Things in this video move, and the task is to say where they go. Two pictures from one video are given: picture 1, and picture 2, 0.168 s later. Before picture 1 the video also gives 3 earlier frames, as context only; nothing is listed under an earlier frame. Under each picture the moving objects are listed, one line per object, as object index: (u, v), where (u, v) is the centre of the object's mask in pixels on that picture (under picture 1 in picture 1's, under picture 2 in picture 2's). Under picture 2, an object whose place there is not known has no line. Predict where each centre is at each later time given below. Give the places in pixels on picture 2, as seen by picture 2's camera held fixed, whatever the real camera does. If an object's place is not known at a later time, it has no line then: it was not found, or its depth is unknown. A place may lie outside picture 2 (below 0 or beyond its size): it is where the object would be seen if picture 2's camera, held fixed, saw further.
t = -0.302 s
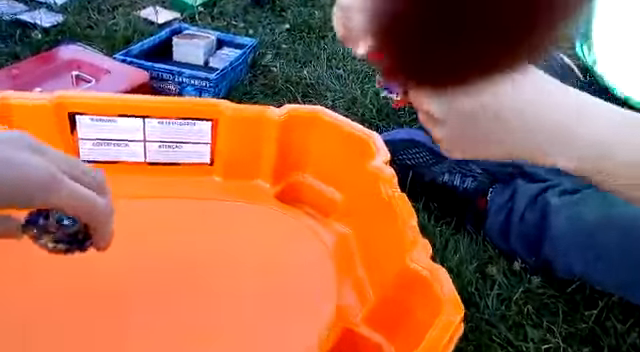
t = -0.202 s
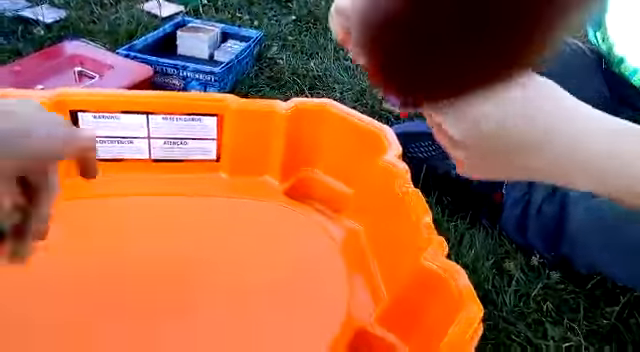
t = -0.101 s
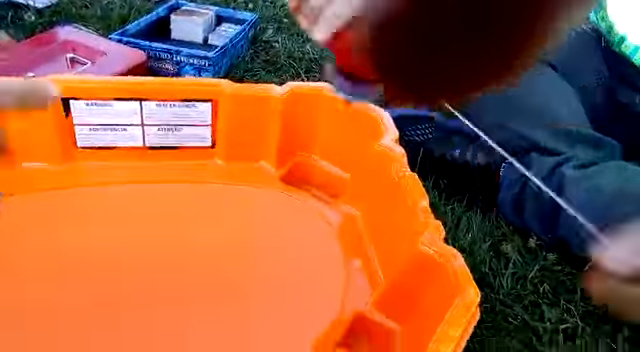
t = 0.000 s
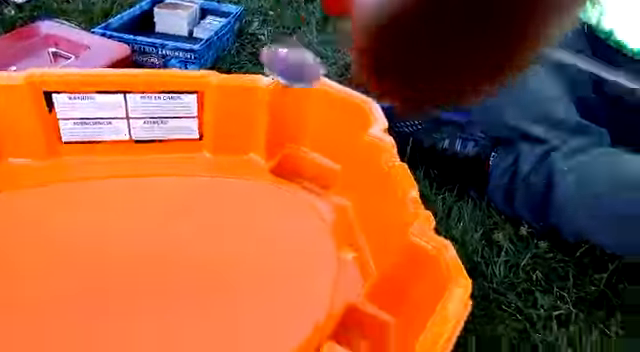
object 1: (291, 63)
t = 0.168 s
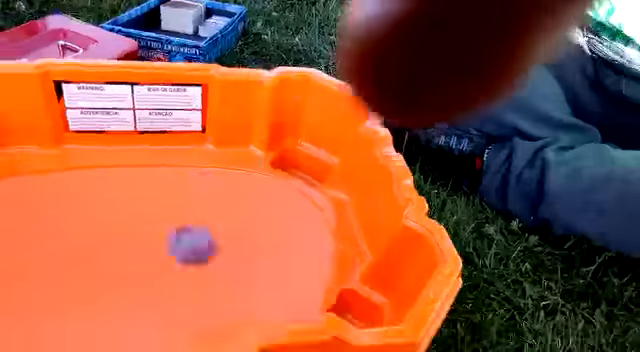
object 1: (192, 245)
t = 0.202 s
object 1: (175, 275)
